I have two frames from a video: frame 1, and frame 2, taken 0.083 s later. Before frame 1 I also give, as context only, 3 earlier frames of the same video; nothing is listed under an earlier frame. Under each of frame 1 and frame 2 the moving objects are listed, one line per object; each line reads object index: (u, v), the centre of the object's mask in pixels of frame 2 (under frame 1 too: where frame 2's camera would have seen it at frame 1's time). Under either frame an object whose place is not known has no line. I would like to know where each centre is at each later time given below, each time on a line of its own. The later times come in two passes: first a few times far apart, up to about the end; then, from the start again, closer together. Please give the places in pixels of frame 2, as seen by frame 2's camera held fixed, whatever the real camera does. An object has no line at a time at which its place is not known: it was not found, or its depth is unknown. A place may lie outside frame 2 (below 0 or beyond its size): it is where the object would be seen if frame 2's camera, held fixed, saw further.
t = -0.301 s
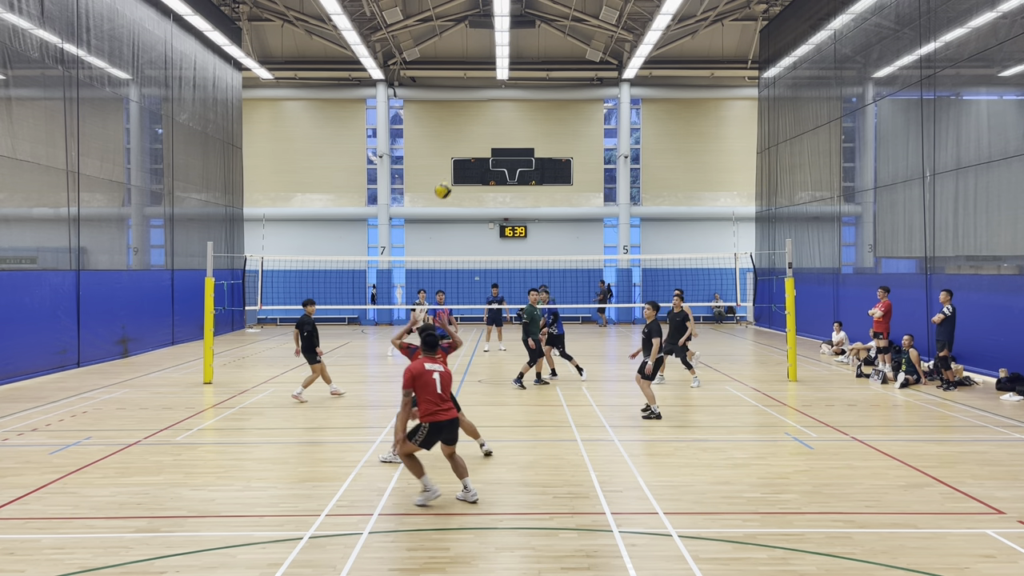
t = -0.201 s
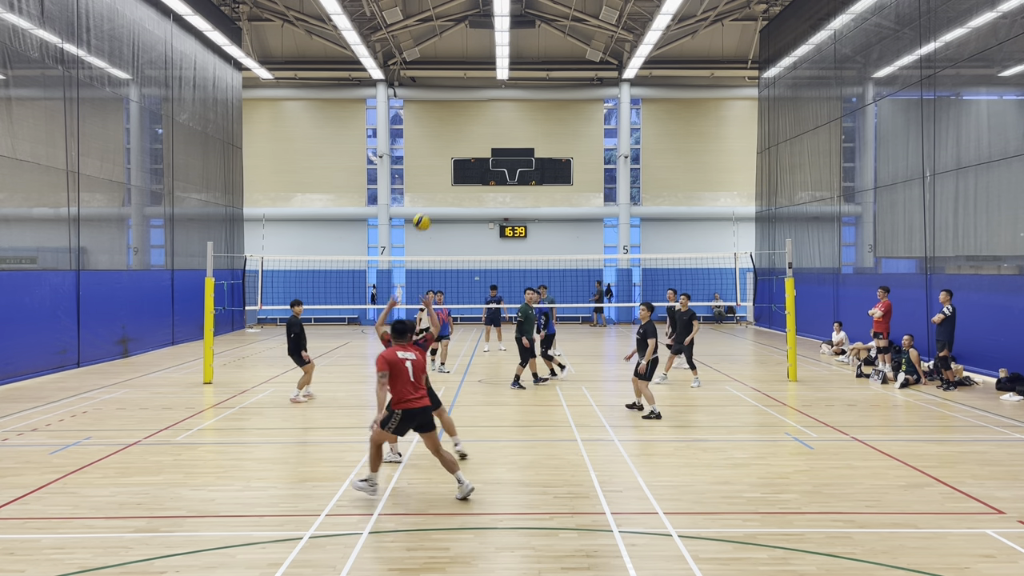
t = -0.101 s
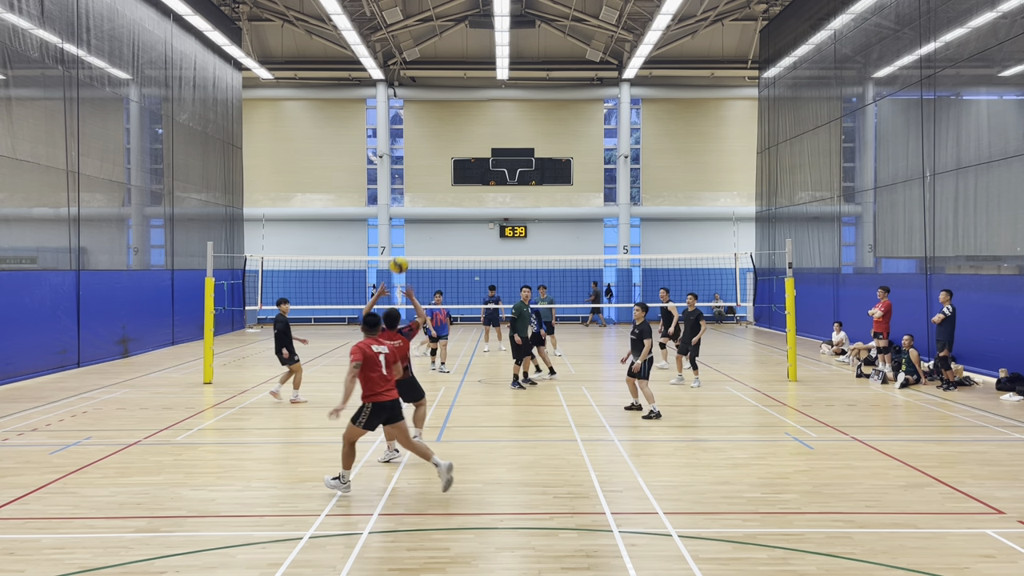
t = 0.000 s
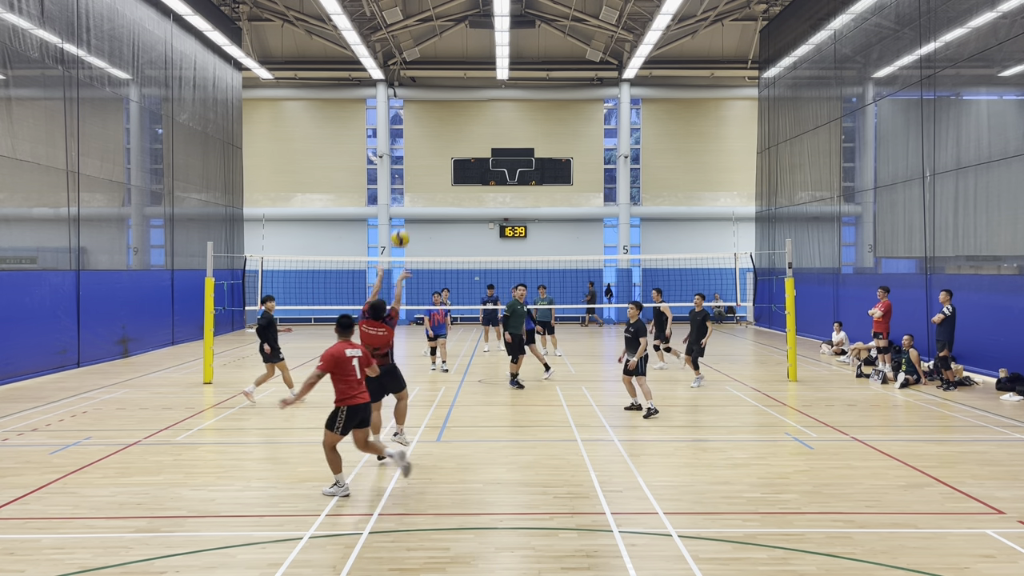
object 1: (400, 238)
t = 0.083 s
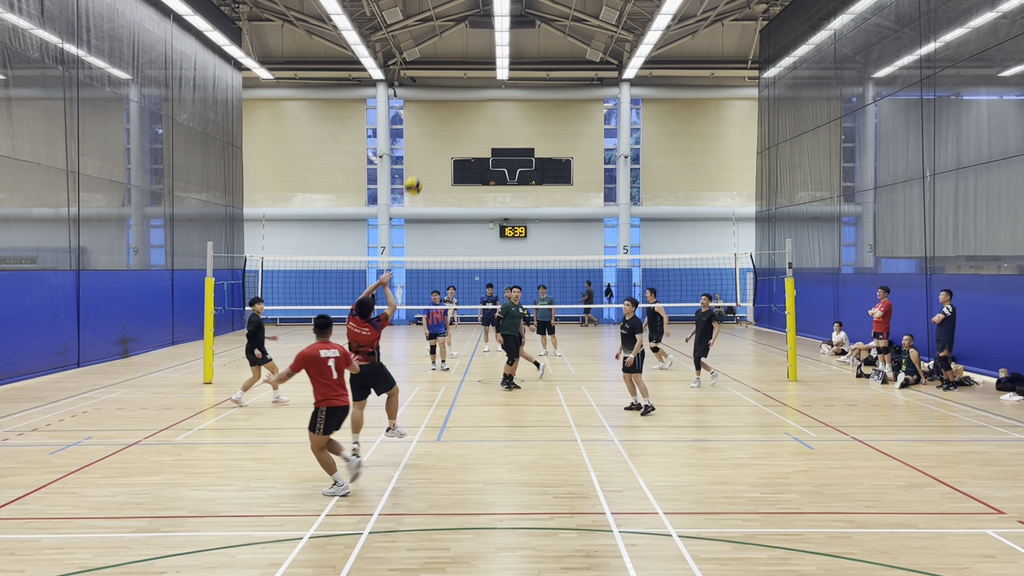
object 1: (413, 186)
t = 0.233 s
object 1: (435, 113)
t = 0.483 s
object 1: (465, 48)
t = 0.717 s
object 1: (489, 37)
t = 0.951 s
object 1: (511, 63)
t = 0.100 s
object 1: (416, 176)
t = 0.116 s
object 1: (418, 167)
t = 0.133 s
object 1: (420, 158)
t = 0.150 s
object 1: (423, 150)
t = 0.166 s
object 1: (425, 142)
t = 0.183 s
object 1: (428, 134)
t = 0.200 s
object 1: (430, 127)
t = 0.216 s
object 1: (433, 120)
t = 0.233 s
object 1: (435, 113)
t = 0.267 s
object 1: (439, 100)
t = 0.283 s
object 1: (441, 95)
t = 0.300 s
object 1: (443, 90)
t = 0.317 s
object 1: (445, 84)
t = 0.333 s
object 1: (447, 80)
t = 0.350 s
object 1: (449, 76)
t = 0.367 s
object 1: (451, 71)
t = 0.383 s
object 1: (453, 67)
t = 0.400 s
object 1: (455, 63)
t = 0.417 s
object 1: (457, 60)
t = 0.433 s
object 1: (459, 56)
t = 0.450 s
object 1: (461, 54)
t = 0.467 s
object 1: (463, 51)
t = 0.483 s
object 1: (465, 48)
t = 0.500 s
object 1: (467, 46)
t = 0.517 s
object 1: (469, 44)
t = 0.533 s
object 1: (470, 42)
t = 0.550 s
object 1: (472, 41)
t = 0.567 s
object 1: (474, 39)
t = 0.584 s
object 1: (476, 38)
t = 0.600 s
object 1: (478, 37)
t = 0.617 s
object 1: (479, 37)
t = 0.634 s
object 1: (481, 36)
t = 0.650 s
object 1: (483, 36)
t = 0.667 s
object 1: (485, 36)
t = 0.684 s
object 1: (486, 36)
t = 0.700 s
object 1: (487, 36)
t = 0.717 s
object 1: (489, 37)
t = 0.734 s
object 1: (491, 37)
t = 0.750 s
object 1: (492, 38)
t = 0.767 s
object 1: (494, 40)
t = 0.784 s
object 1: (495, 41)
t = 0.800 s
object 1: (497, 42)
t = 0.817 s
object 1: (498, 44)
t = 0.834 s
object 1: (500, 46)
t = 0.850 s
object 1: (502, 48)
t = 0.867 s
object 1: (504, 50)
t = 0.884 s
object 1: (505, 52)
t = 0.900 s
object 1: (507, 55)
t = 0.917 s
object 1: (508, 58)
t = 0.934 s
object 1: (509, 60)
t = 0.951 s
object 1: (511, 63)
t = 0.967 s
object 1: (512, 66)
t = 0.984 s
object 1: (513, 69)
